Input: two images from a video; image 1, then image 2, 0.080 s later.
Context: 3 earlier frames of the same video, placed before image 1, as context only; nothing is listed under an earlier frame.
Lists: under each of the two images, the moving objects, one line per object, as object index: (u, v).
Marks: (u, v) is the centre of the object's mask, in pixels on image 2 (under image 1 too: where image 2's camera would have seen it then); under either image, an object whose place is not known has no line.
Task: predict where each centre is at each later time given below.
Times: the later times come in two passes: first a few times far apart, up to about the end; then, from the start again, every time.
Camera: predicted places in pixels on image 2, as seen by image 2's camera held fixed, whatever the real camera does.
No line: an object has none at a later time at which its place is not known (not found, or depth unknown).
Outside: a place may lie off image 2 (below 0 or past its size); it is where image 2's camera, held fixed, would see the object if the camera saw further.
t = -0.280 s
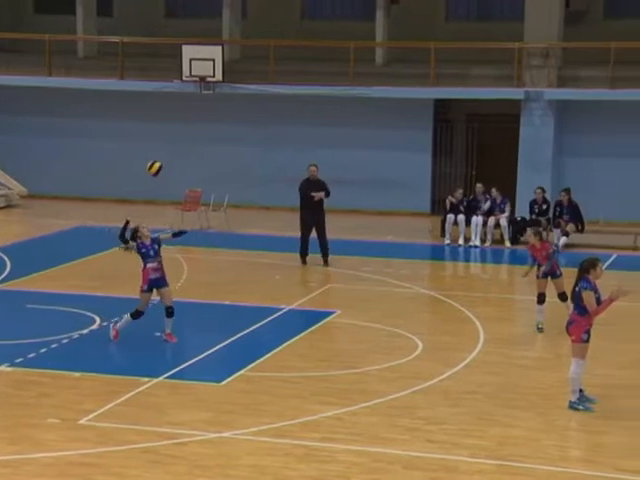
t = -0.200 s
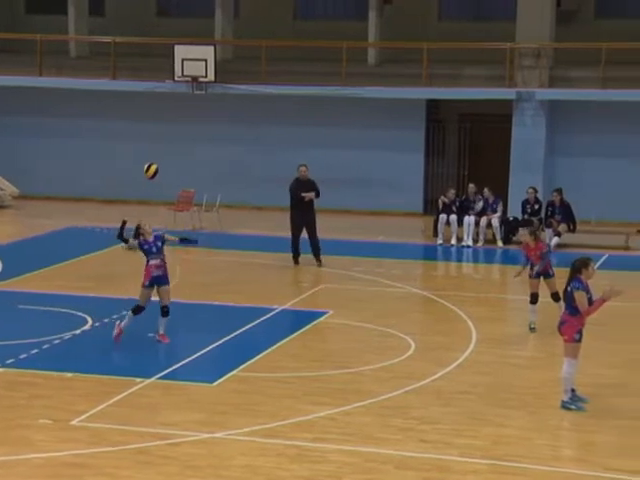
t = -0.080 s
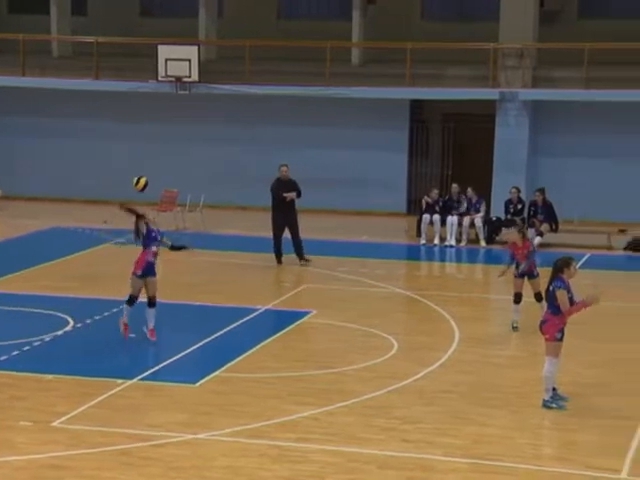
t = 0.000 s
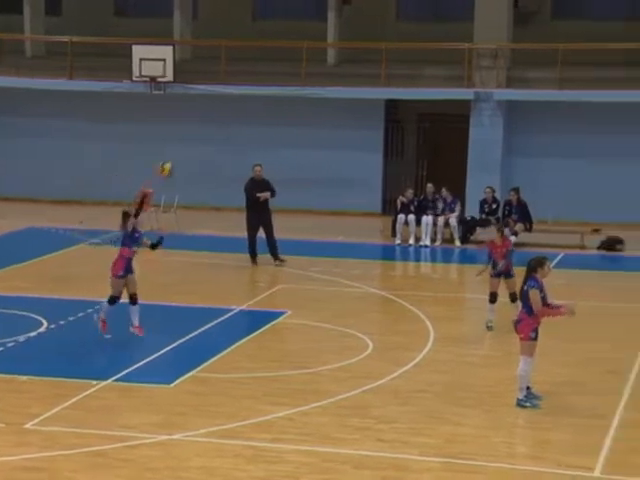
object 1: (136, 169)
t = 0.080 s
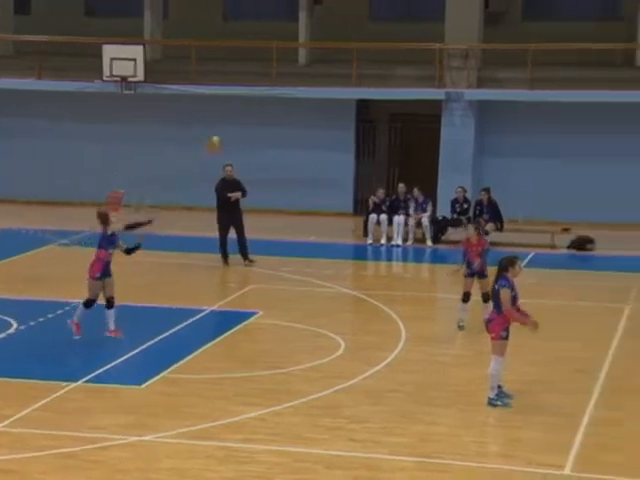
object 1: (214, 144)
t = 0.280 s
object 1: (409, 93)
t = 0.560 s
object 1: (696, 68)
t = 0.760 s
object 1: (914, 91)
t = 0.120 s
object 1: (252, 131)
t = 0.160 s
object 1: (291, 120)
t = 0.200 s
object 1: (330, 109)
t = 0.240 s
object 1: (370, 102)
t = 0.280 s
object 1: (409, 93)
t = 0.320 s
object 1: (449, 86)
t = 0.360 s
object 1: (490, 80)
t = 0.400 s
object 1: (531, 75)
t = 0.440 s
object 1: (571, 70)
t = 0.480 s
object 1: (613, 69)
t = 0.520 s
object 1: (654, 67)
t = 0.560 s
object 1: (696, 68)
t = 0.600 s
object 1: (739, 70)
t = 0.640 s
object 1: (781, 73)
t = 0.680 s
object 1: (827, 79)
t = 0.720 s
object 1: (870, 84)
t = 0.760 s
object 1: (914, 91)
